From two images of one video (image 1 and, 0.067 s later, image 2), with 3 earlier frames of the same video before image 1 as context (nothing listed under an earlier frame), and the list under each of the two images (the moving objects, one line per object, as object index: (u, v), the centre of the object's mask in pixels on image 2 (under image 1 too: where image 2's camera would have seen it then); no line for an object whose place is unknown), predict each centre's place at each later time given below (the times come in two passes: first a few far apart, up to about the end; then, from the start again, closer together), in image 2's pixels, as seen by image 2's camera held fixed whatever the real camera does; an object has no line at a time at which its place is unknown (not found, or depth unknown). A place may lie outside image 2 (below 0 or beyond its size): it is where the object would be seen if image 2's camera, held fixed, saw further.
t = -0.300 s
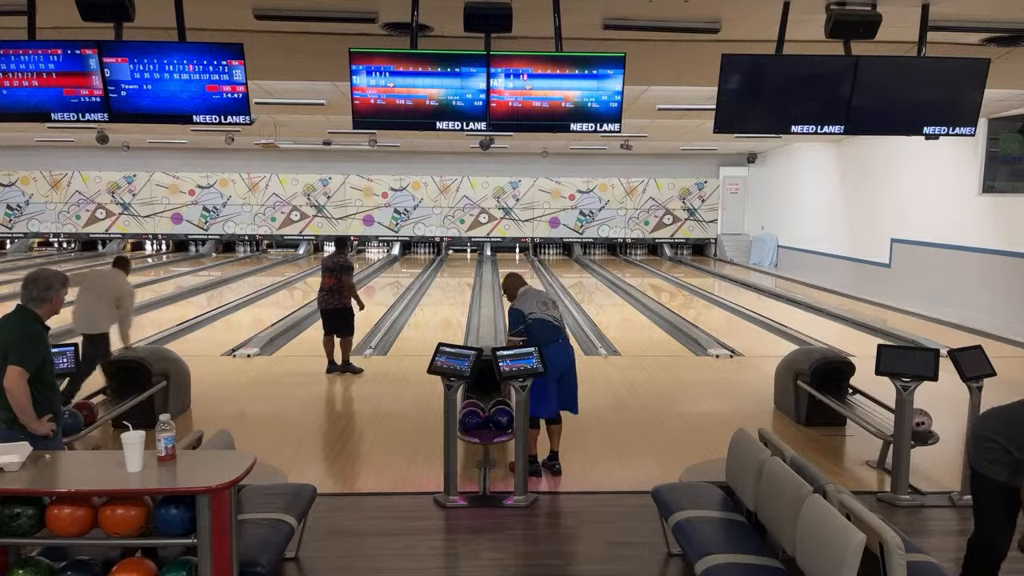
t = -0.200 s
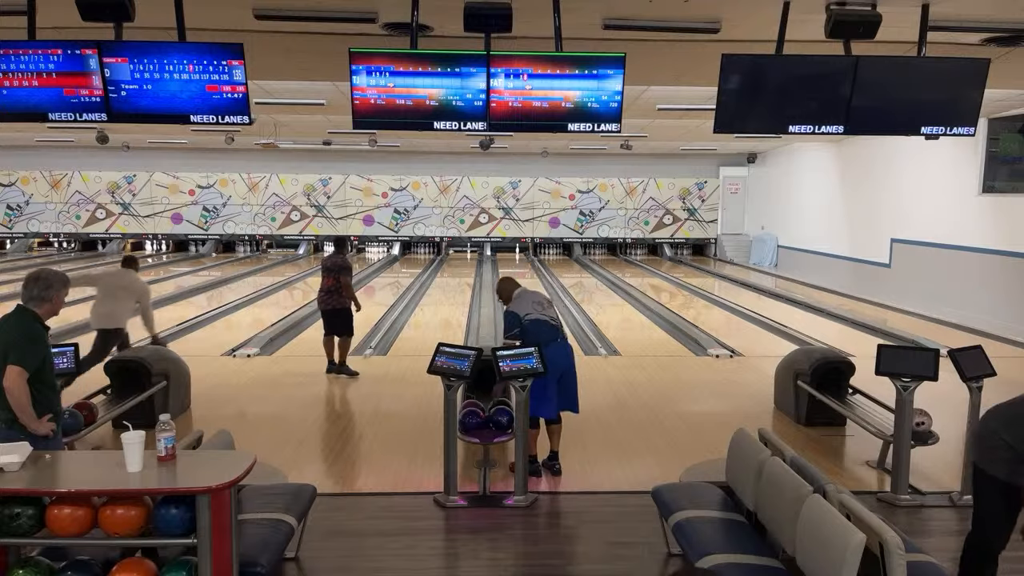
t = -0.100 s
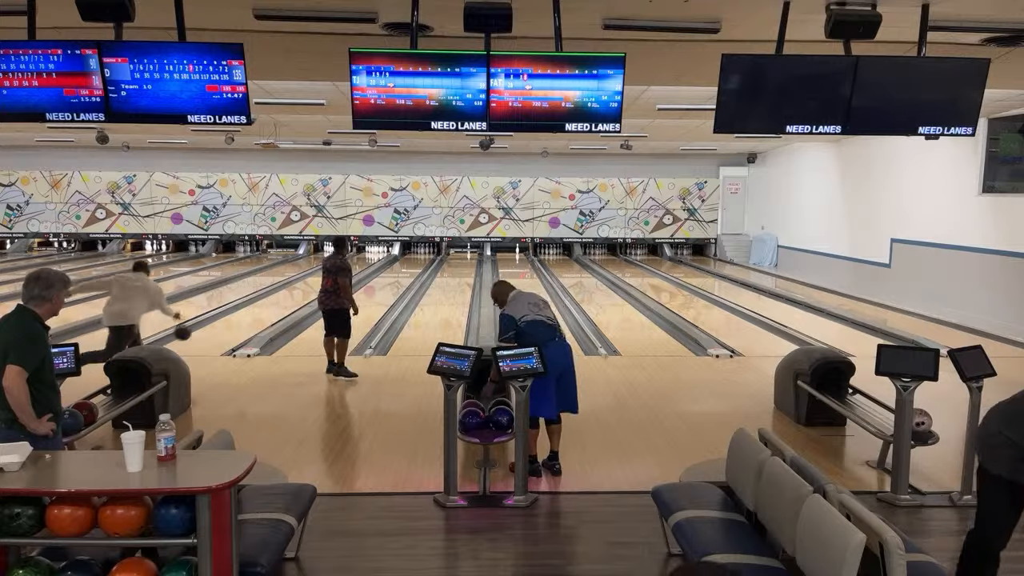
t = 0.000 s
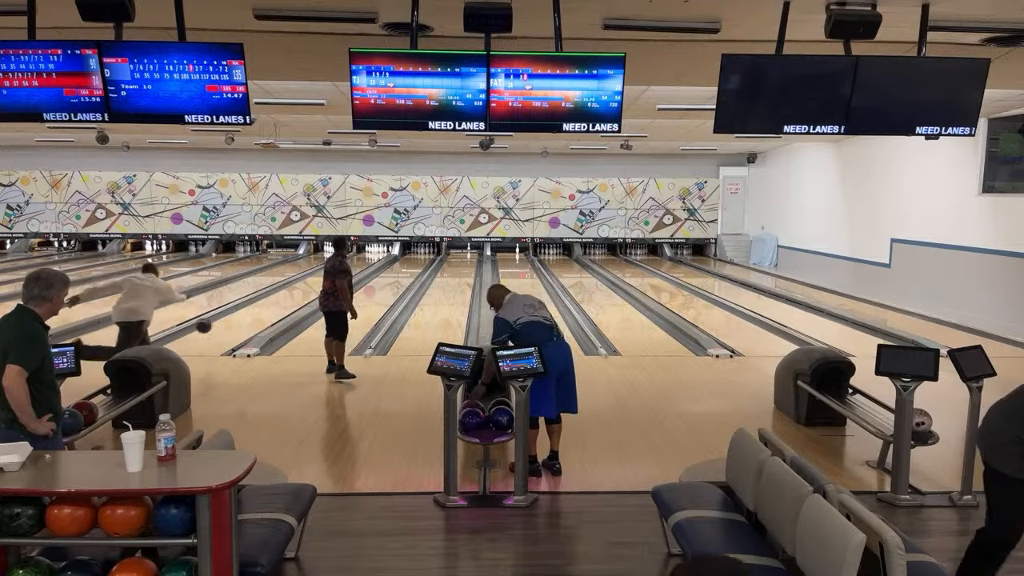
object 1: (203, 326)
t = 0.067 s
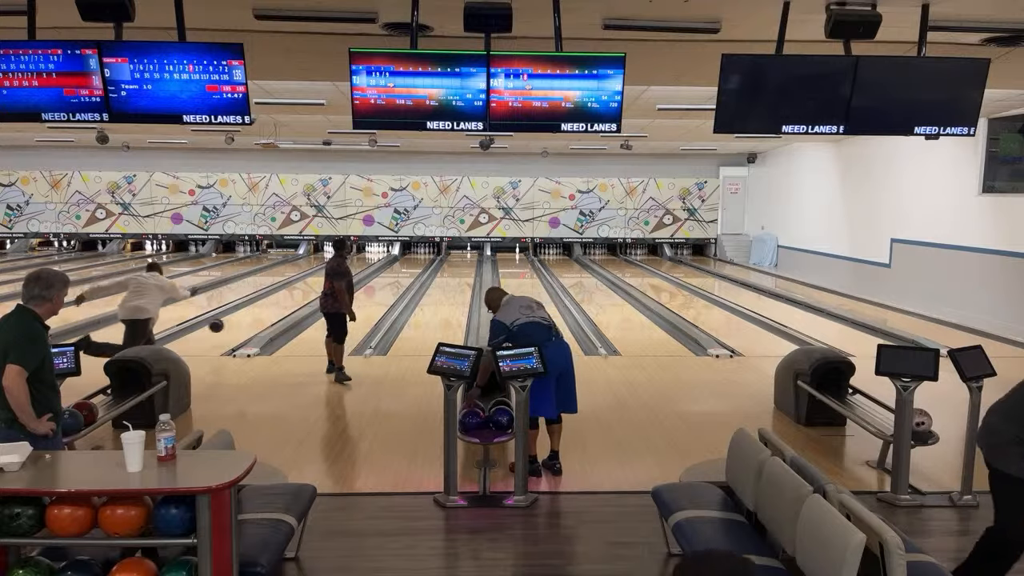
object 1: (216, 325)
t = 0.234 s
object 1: (243, 324)
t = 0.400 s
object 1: (264, 314)
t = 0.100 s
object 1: (222, 326)
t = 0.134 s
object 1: (228, 327)
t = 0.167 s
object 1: (233, 330)
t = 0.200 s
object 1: (238, 328)
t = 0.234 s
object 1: (243, 324)
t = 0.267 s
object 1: (248, 321)
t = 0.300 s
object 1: (252, 318)
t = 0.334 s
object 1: (256, 317)
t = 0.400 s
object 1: (264, 314)
